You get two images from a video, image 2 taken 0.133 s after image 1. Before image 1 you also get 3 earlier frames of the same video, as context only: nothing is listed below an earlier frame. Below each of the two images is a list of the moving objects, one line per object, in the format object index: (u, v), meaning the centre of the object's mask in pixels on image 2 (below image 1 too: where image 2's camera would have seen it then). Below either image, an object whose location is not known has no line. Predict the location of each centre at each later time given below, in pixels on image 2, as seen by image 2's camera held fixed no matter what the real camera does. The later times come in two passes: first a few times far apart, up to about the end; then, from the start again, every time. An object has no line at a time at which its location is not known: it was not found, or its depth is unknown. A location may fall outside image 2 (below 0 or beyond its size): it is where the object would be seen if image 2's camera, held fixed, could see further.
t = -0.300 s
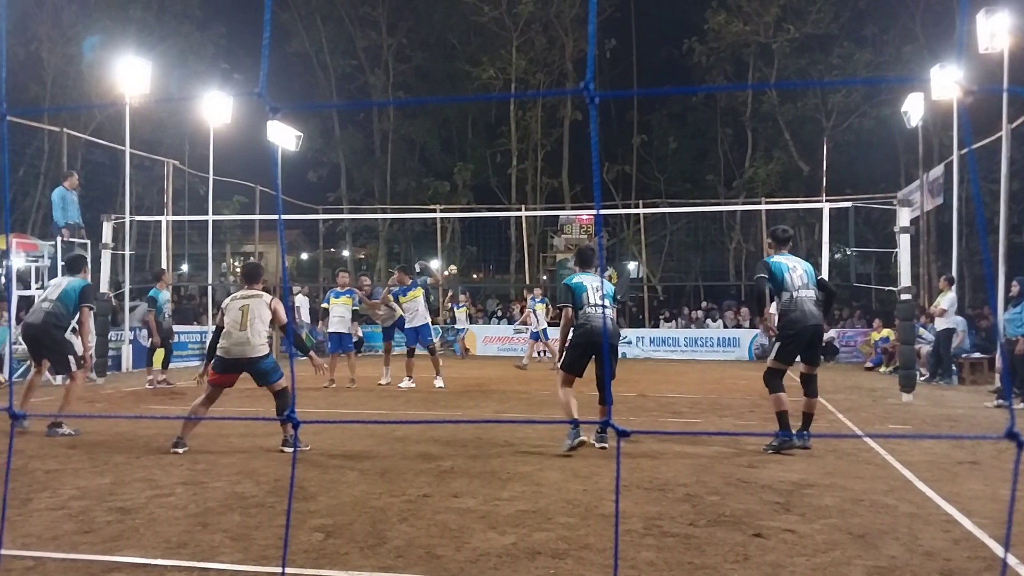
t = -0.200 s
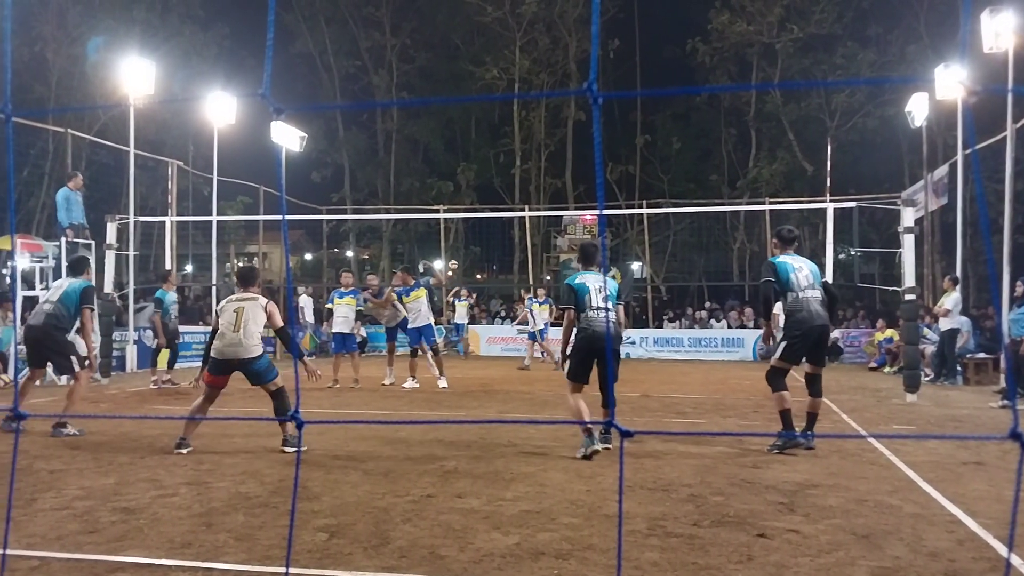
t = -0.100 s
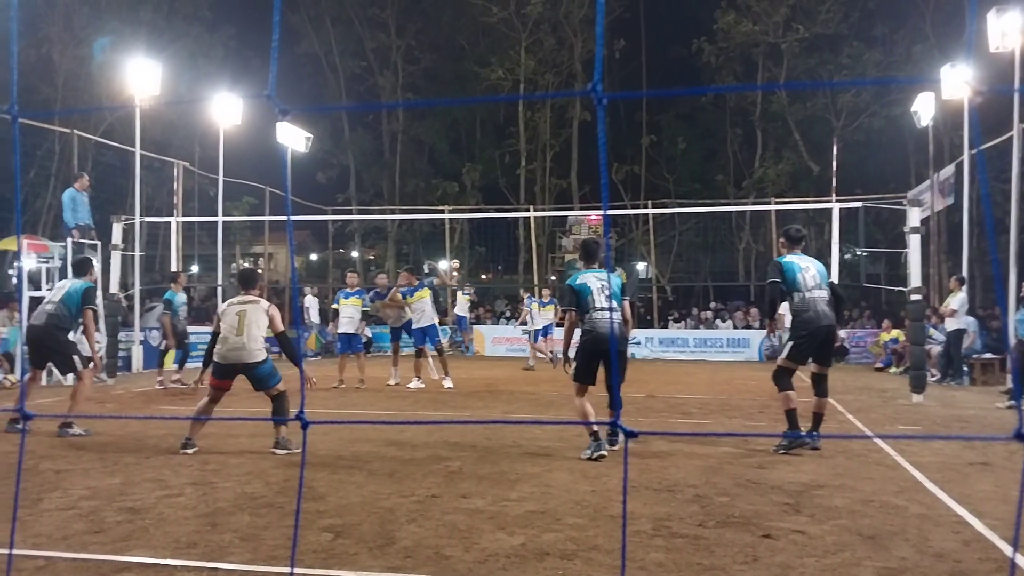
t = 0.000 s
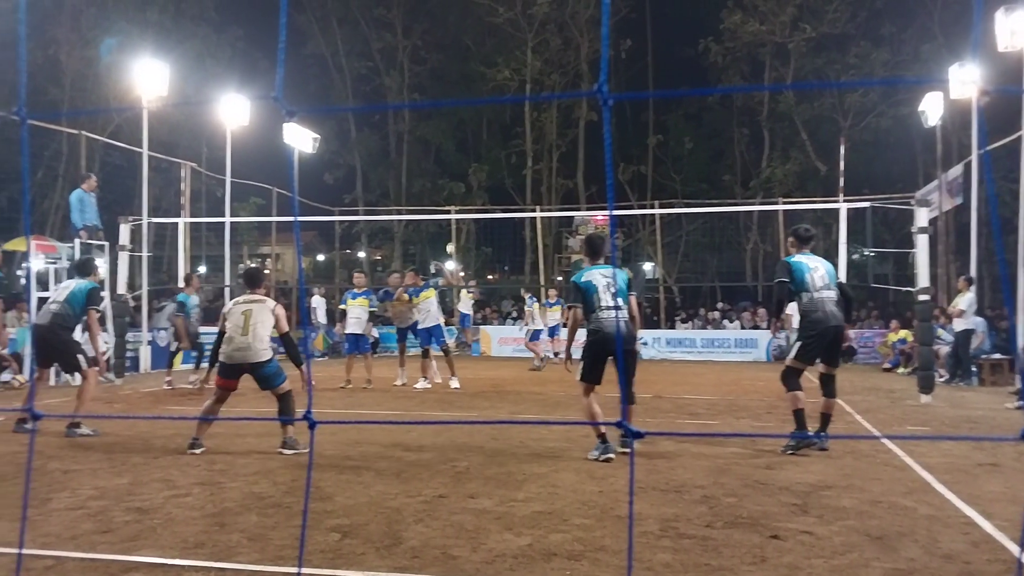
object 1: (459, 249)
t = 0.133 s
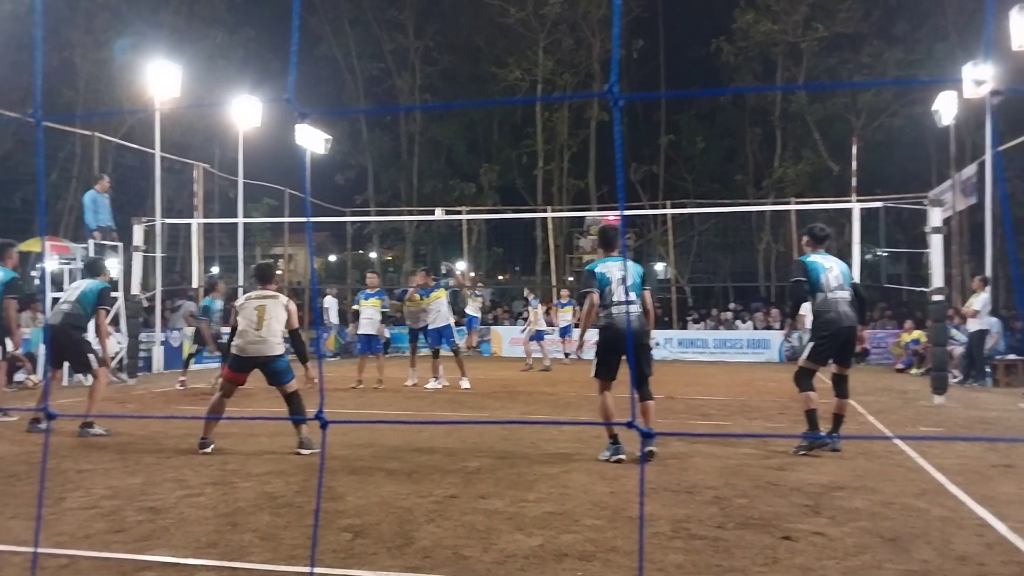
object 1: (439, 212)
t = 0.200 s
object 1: (428, 197)
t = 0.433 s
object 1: (382, 145)
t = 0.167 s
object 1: (434, 204)
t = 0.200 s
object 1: (428, 197)
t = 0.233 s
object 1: (422, 189)
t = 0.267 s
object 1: (416, 180)
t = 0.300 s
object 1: (410, 173)
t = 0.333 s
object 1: (403, 166)
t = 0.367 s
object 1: (396, 158)
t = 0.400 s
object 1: (389, 151)
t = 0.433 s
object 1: (382, 145)
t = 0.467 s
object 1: (374, 139)
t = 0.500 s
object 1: (366, 134)
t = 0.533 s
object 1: (357, 129)
